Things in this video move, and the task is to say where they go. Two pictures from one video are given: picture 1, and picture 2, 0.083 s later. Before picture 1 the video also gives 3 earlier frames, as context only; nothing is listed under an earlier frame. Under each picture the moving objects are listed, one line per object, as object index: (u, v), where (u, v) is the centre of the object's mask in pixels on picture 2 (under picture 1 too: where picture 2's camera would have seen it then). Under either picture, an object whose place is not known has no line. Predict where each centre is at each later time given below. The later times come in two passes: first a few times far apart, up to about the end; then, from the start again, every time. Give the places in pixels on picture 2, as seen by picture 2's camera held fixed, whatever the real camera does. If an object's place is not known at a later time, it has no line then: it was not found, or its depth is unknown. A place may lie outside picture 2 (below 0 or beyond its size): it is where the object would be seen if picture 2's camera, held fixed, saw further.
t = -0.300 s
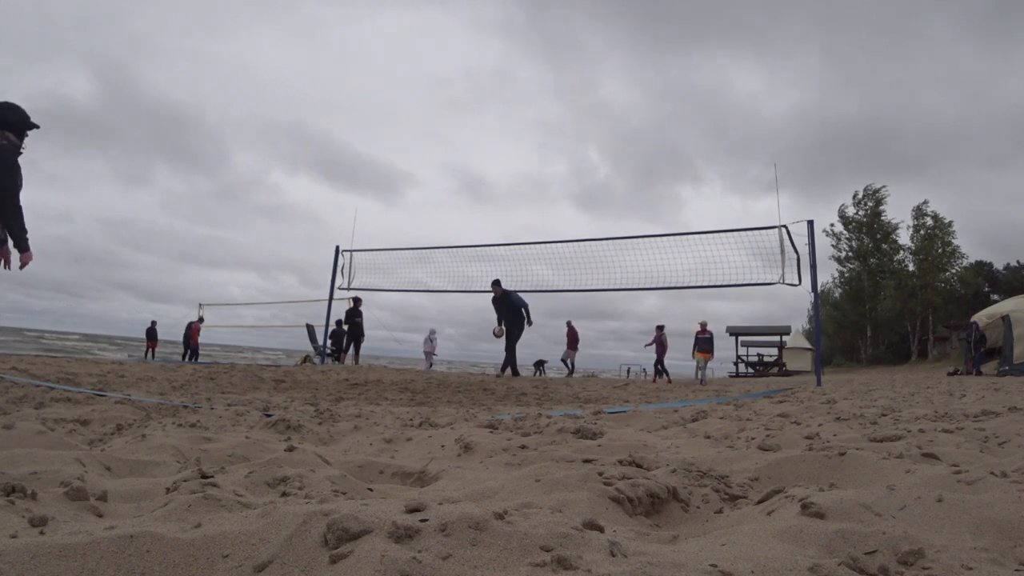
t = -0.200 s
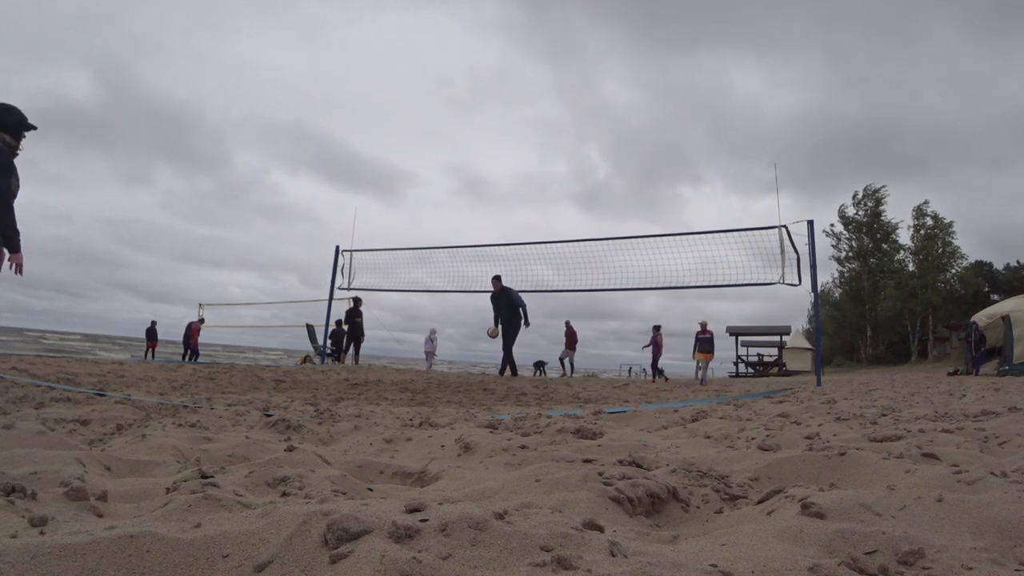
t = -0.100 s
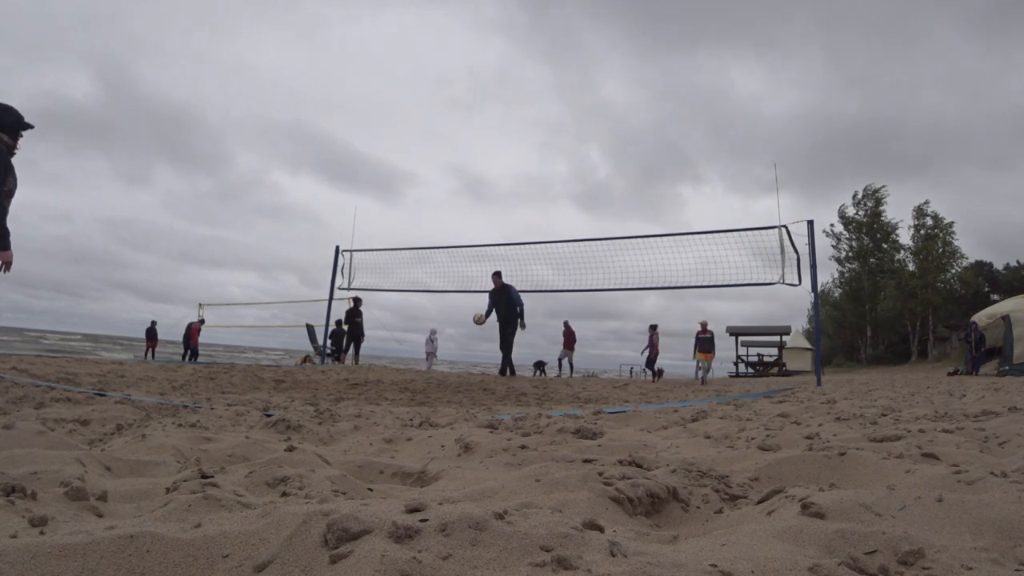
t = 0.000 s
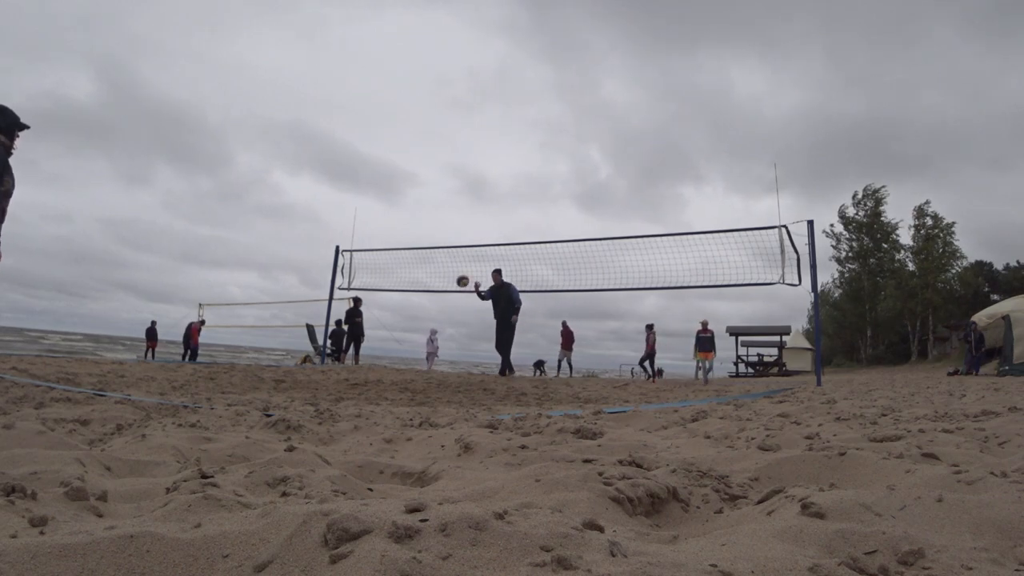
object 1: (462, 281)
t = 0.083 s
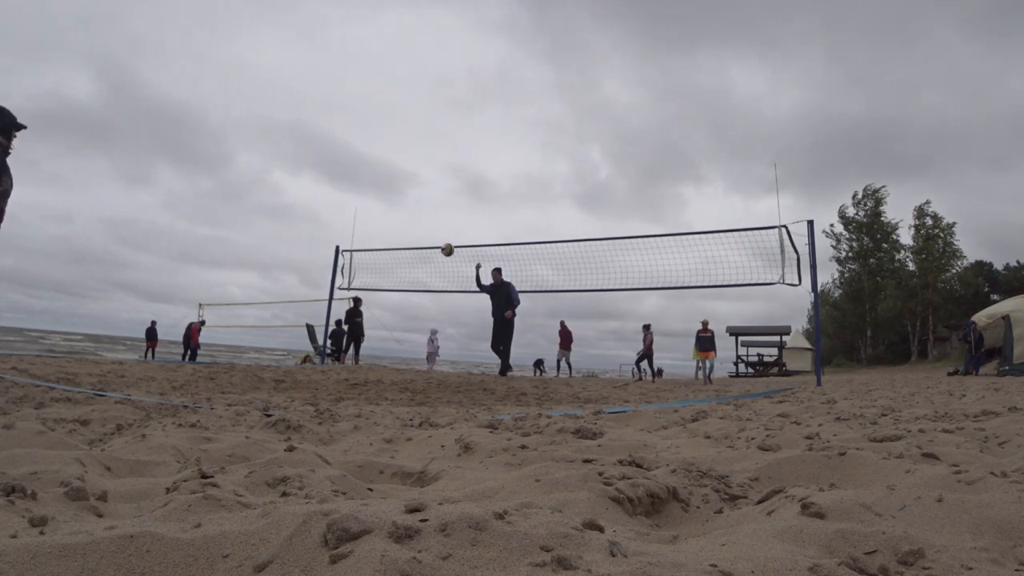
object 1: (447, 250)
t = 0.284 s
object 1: (405, 187)
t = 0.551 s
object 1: (336, 130)
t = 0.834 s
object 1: (230, 122)
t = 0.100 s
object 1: (444, 244)
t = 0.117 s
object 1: (441, 238)
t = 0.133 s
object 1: (438, 232)
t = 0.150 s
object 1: (434, 227)
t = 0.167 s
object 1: (431, 221)
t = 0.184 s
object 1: (427, 216)
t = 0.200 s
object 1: (424, 210)
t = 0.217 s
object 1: (420, 205)
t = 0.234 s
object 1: (417, 200)
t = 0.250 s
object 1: (413, 196)
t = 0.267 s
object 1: (410, 191)
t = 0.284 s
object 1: (405, 187)
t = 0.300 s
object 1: (402, 182)
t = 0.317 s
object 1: (398, 178)
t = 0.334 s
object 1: (394, 173)
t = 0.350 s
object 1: (390, 169)
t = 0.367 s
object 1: (386, 165)
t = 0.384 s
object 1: (382, 161)
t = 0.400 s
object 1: (378, 158)
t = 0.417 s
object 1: (373, 154)
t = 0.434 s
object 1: (369, 150)
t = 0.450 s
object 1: (364, 147)
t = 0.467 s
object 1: (360, 144)
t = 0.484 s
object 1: (355, 140)
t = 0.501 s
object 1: (350, 138)
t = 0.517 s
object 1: (346, 135)
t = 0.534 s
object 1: (341, 132)
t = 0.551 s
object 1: (336, 130)
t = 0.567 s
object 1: (331, 128)
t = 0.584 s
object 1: (326, 126)
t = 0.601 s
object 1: (320, 124)
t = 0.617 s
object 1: (315, 122)
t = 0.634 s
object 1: (309, 121)
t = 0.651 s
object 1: (303, 119)
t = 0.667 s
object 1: (298, 118)
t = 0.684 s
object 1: (292, 117)
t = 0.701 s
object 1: (286, 117)
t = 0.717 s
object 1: (279, 116)
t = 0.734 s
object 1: (273, 116)
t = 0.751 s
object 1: (266, 116)
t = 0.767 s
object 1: (259, 117)
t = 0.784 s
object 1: (252, 118)
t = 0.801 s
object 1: (245, 119)
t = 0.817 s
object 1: (237, 120)
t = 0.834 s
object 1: (230, 122)
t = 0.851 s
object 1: (222, 124)
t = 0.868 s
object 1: (213, 127)
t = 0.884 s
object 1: (205, 130)
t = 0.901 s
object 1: (196, 134)
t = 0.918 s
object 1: (188, 137)
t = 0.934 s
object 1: (178, 142)
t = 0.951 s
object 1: (169, 146)
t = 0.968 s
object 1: (159, 151)
